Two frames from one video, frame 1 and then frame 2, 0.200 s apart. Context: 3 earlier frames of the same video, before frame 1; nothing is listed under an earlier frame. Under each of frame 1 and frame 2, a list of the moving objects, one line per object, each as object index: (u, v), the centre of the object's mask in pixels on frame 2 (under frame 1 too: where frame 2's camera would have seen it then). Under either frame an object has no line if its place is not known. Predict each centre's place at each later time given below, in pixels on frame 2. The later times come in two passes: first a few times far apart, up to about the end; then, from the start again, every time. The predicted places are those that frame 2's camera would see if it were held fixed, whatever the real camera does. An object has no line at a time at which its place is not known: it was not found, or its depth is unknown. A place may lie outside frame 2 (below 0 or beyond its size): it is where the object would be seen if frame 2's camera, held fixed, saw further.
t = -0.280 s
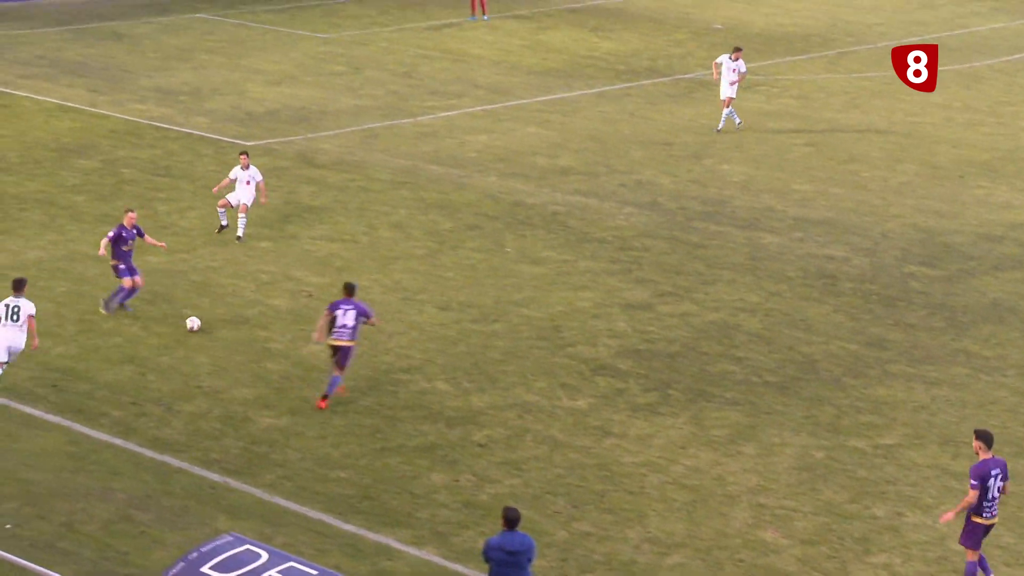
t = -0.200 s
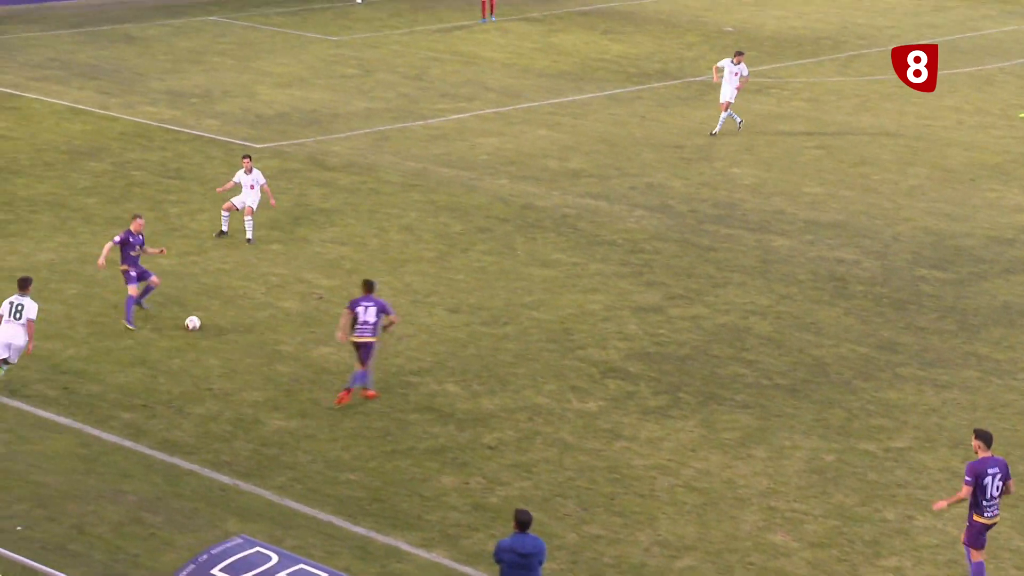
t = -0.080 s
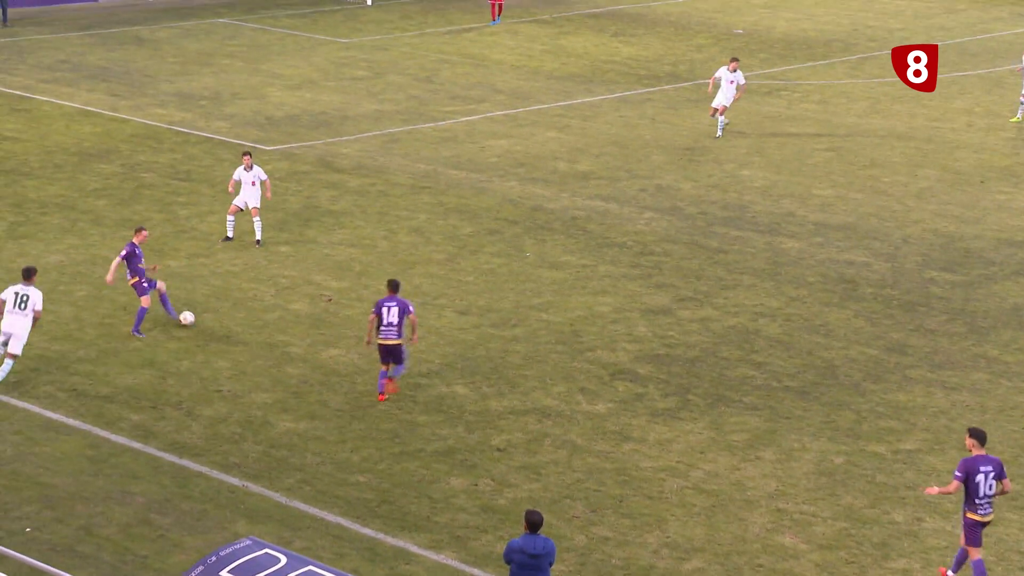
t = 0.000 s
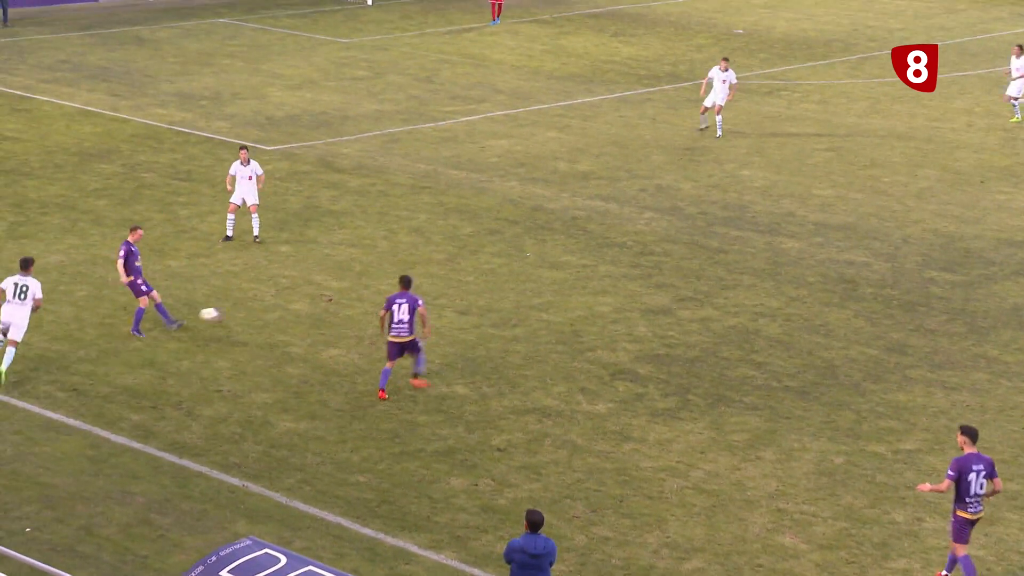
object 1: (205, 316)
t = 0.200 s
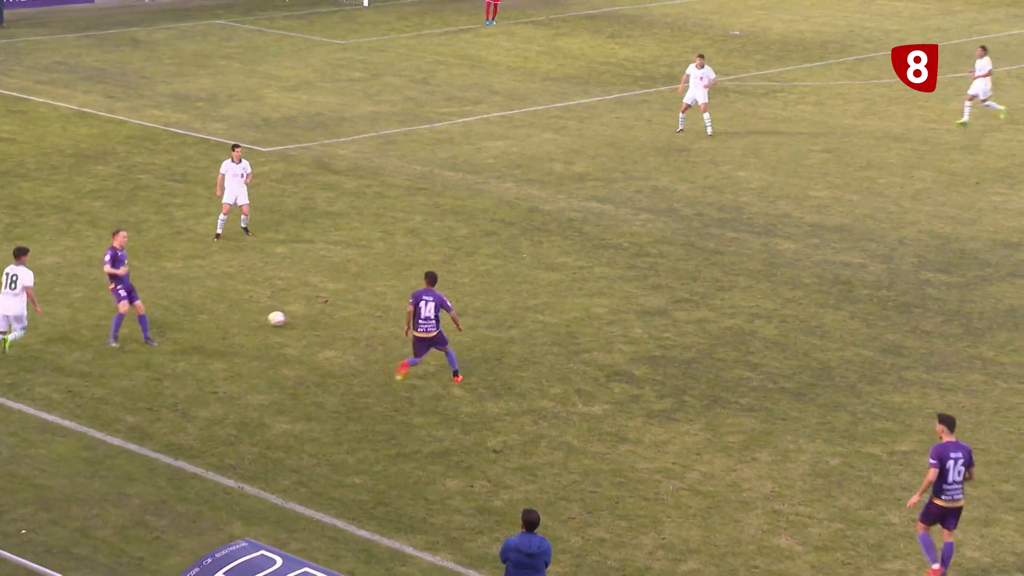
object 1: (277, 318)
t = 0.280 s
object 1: (297, 316)
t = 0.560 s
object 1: (356, 318)
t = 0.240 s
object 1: (287, 317)
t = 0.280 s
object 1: (297, 316)
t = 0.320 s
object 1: (307, 316)
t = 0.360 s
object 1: (317, 318)
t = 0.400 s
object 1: (327, 319)
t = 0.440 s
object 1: (334, 318)
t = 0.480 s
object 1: (342, 318)
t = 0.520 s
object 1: (349, 318)
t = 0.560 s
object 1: (356, 318)
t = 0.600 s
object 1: (363, 317)
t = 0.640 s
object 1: (370, 317)
